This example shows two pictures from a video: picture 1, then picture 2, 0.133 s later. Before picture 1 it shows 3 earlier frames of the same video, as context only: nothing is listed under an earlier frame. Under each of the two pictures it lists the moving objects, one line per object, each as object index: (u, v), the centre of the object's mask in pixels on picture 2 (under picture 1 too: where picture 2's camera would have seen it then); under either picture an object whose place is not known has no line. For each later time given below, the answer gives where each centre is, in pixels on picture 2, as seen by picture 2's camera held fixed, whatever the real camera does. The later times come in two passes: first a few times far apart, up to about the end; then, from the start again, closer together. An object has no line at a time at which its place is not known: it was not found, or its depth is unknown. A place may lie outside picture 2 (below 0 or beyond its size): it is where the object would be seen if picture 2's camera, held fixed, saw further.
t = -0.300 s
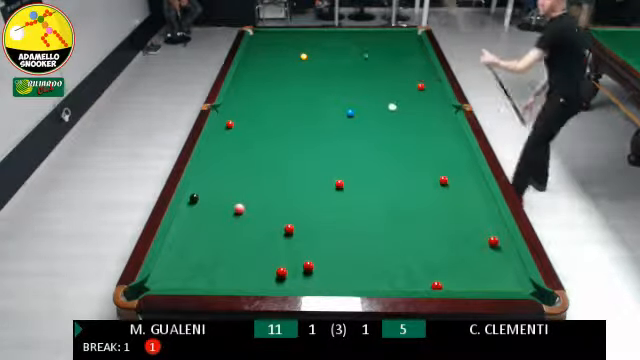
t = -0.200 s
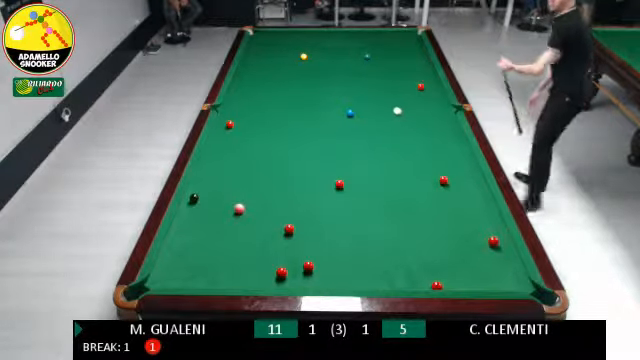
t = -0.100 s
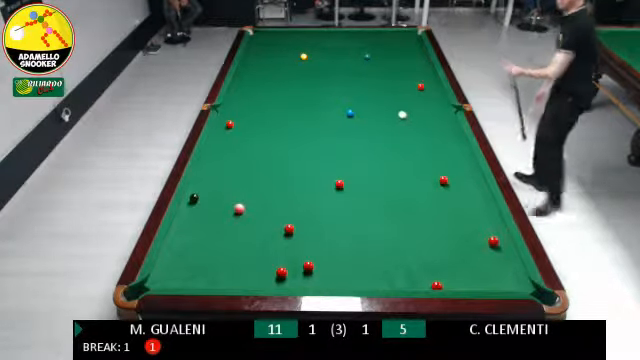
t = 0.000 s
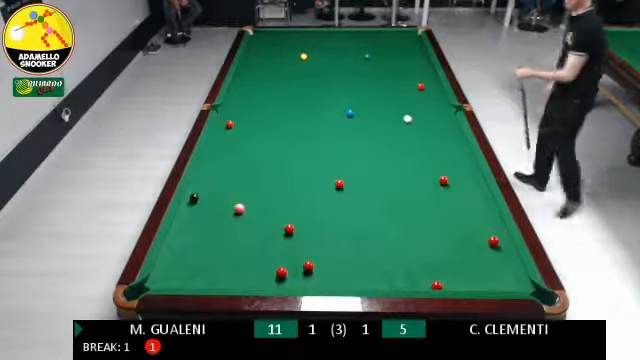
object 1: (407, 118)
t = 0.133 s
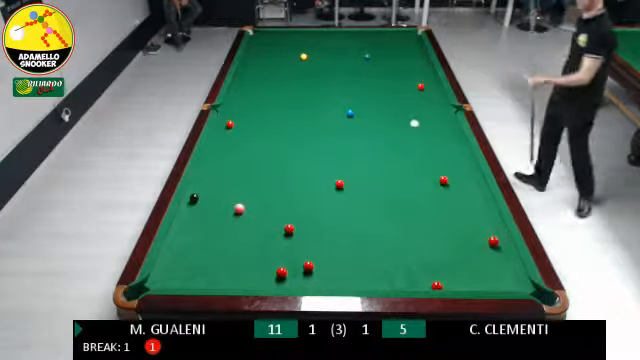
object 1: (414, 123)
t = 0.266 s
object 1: (422, 129)
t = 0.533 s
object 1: (436, 140)
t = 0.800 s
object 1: (451, 151)
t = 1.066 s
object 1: (466, 162)
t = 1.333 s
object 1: (476, 173)
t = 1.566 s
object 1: (474, 181)
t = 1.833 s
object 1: (472, 190)
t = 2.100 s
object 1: (470, 198)
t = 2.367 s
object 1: (468, 206)
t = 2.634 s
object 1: (466, 214)
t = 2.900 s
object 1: (463, 221)
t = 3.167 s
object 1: (461, 227)
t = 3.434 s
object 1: (460, 233)
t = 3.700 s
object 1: (458, 237)
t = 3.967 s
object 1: (456, 241)
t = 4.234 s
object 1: (455, 244)
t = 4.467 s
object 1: (454, 246)
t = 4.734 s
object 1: (454, 247)
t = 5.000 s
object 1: (454, 247)
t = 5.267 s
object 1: (454, 247)
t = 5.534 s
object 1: (454, 247)
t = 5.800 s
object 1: (453, 247)
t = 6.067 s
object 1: (454, 247)
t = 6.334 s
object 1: (454, 247)
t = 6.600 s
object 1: (454, 247)
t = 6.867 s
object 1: (453, 247)
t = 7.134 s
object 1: (454, 247)
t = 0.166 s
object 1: (416, 124)
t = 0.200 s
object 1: (418, 126)
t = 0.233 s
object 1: (420, 127)
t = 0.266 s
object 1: (422, 129)
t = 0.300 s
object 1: (423, 130)
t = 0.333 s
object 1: (425, 132)
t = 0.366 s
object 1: (427, 133)
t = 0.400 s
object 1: (429, 134)
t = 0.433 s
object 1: (431, 136)
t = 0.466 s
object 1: (432, 137)
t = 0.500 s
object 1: (434, 138)
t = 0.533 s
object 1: (436, 140)
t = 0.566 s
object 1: (438, 141)
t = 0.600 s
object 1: (440, 143)
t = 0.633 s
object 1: (442, 144)
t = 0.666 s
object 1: (443, 145)
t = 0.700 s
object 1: (446, 147)
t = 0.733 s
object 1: (448, 148)
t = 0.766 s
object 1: (449, 150)
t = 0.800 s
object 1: (451, 151)
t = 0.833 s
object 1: (453, 153)
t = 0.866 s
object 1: (455, 154)
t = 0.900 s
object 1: (457, 155)
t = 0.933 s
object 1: (458, 157)
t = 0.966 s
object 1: (460, 158)
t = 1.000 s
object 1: (461, 160)
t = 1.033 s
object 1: (464, 161)
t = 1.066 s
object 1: (466, 162)
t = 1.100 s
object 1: (468, 164)
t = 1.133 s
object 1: (470, 165)
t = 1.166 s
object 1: (472, 167)
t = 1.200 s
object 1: (474, 168)
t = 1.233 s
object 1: (475, 169)
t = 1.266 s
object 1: (476, 171)
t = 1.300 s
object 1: (476, 172)
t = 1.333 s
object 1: (476, 173)
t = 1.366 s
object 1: (476, 174)
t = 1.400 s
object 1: (476, 175)
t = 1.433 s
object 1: (475, 176)
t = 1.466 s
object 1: (475, 178)
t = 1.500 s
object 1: (475, 179)
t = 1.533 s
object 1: (475, 180)
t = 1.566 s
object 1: (474, 181)
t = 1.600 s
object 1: (474, 182)
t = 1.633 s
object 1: (474, 183)
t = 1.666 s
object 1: (474, 185)
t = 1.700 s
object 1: (474, 185)
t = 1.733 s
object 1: (473, 186)
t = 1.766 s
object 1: (473, 187)
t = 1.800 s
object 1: (473, 189)
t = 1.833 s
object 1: (472, 190)
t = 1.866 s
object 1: (472, 191)
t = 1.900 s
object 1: (472, 192)
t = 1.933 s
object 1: (472, 193)
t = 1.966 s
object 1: (471, 194)
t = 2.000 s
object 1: (471, 194)
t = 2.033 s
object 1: (471, 195)
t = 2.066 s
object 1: (470, 197)
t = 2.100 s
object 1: (470, 198)
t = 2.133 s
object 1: (470, 199)
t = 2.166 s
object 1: (469, 200)
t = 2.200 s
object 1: (469, 201)
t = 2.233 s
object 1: (469, 202)
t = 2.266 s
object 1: (469, 203)
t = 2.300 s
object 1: (468, 204)
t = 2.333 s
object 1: (468, 205)
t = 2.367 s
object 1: (468, 206)
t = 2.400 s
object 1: (467, 208)
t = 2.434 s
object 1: (467, 209)
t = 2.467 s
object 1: (467, 210)
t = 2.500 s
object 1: (467, 211)
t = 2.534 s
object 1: (466, 211)
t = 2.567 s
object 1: (466, 212)
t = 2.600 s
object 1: (466, 213)
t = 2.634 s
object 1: (466, 214)
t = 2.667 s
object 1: (465, 215)
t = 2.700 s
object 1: (465, 216)
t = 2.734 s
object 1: (464, 217)
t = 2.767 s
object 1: (464, 217)
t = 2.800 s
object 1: (464, 218)
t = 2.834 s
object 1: (463, 219)
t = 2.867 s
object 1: (463, 220)
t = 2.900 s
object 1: (463, 221)
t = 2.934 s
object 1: (463, 222)
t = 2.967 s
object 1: (463, 223)
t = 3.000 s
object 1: (462, 224)
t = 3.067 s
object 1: (462, 225)
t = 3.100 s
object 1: (462, 226)
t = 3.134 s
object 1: (461, 227)
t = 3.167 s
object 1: (461, 227)
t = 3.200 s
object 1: (461, 228)
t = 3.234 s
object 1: (461, 228)
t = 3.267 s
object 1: (461, 229)
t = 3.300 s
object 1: (460, 230)
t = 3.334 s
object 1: (460, 231)
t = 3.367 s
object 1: (460, 231)
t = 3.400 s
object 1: (460, 232)
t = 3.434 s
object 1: (460, 233)
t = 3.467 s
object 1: (459, 233)
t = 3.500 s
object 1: (459, 234)
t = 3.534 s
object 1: (459, 235)
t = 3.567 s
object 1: (459, 235)
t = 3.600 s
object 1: (458, 236)
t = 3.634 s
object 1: (458, 236)
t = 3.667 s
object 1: (458, 237)
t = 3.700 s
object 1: (458, 237)
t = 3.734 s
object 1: (458, 237)
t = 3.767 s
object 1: (457, 238)
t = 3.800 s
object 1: (457, 239)
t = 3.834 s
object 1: (457, 239)
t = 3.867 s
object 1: (456, 240)
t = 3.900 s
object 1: (456, 240)
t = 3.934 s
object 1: (456, 240)
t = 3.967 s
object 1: (456, 241)
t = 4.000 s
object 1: (456, 241)
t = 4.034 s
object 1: (456, 242)
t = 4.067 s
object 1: (456, 242)
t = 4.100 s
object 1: (456, 243)
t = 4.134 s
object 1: (455, 243)
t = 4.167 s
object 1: (455, 243)
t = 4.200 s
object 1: (455, 244)
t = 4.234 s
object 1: (455, 244)
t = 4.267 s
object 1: (455, 244)
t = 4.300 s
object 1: (454, 245)
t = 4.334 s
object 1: (454, 245)
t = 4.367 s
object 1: (454, 245)
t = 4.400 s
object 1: (454, 245)
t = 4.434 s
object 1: (454, 245)
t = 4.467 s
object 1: (454, 246)
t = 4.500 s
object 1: (454, 246)
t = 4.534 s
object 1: (454, 246)
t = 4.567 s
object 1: (454, 246)
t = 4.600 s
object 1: (454, 246)
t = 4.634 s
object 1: (454, 246)
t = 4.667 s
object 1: (454, 247)
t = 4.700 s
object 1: (454, 247)
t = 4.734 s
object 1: (454, 247)
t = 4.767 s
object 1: (454, 247)
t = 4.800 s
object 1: (454, 247)
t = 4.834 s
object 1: (454, 247)
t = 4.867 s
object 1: (454, 247)
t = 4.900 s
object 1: (454, 247)
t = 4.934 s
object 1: (454, 247)
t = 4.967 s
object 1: (454, 247)
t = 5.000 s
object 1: (454, 247)
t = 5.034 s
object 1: (454, 247)
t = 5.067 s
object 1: (454, 247)
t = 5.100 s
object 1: (454, 247)
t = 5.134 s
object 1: (454, 247)
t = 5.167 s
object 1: (454, 247)
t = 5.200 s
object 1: (454, 247)
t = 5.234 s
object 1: (454, 247)
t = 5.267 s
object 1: (454, 247)
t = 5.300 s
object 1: (454, 247)
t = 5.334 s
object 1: (454, 247)
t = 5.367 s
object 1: (454, 247)
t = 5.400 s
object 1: (454, 247)
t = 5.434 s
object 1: (454, 247)
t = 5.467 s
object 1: (454, 247)
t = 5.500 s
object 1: (454, 247)
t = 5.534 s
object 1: (454, 247)
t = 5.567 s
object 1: (454, 247)
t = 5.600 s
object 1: (453, 247)
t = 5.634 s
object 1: (453, 247)
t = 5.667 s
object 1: (453, 247)
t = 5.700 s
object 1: (453, 247)
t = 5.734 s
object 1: (453, 247)
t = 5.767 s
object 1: (453, 247)
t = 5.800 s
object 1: (453, 247)
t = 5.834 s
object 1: (453, 247)
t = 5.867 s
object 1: (454, 247)
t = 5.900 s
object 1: (453, 247)
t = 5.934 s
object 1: (454, 247)
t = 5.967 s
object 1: (454, 247)
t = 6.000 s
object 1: (454, 247)
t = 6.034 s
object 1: (454, 247)
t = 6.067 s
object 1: (454, 247)
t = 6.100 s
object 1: (454, 247)
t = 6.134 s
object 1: (454, 247)
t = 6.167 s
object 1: (454, 247)
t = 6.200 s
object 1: (454, 247)
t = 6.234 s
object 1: (454, 247)
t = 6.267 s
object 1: (454, 247)
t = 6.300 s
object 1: (454, 247)
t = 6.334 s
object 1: (454, 247)
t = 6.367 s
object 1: (454, 247)
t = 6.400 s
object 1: (454, 247)
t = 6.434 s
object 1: (454, 247)
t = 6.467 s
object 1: (454, 247)
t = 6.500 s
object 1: (454, 247)
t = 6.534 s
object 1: (454, 247)
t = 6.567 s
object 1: (454, 247)
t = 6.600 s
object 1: (454, 247)
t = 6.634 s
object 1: (454, 247)
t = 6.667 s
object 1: (454, 247)
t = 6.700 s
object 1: (454, 247)
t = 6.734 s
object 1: (454, 247)
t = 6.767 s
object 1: (454, 247)
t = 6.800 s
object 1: (454, 247)
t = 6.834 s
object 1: (454, 247)
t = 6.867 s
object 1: (453, 247)
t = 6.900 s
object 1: (454, 247)
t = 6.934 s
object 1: (454, 247)
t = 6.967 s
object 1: (454, 247)
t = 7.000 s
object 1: (453, 247)
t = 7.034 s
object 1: (453, 247)
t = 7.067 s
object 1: (453, 247)
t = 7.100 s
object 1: (454, 247)
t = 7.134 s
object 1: (454, 247)
